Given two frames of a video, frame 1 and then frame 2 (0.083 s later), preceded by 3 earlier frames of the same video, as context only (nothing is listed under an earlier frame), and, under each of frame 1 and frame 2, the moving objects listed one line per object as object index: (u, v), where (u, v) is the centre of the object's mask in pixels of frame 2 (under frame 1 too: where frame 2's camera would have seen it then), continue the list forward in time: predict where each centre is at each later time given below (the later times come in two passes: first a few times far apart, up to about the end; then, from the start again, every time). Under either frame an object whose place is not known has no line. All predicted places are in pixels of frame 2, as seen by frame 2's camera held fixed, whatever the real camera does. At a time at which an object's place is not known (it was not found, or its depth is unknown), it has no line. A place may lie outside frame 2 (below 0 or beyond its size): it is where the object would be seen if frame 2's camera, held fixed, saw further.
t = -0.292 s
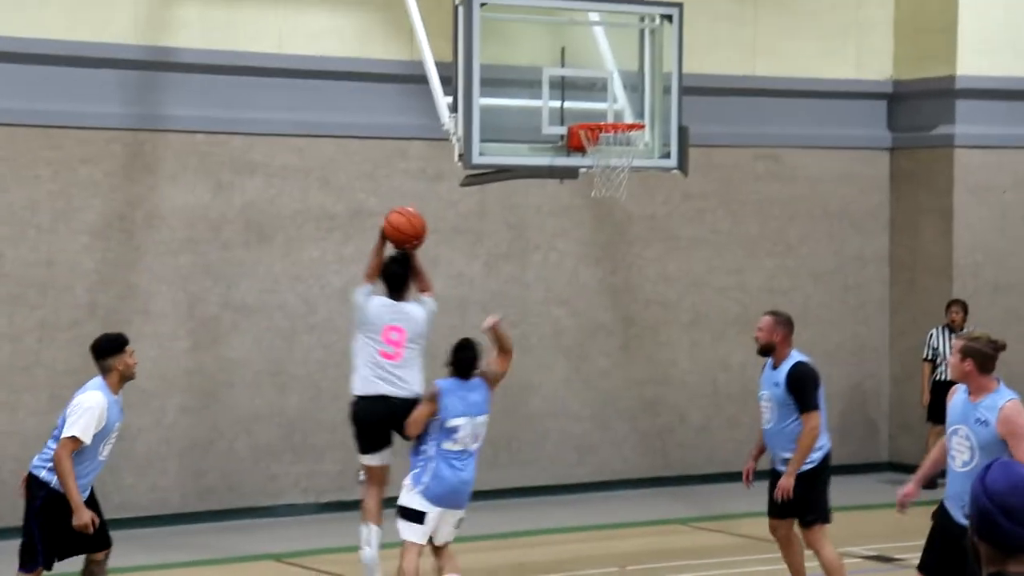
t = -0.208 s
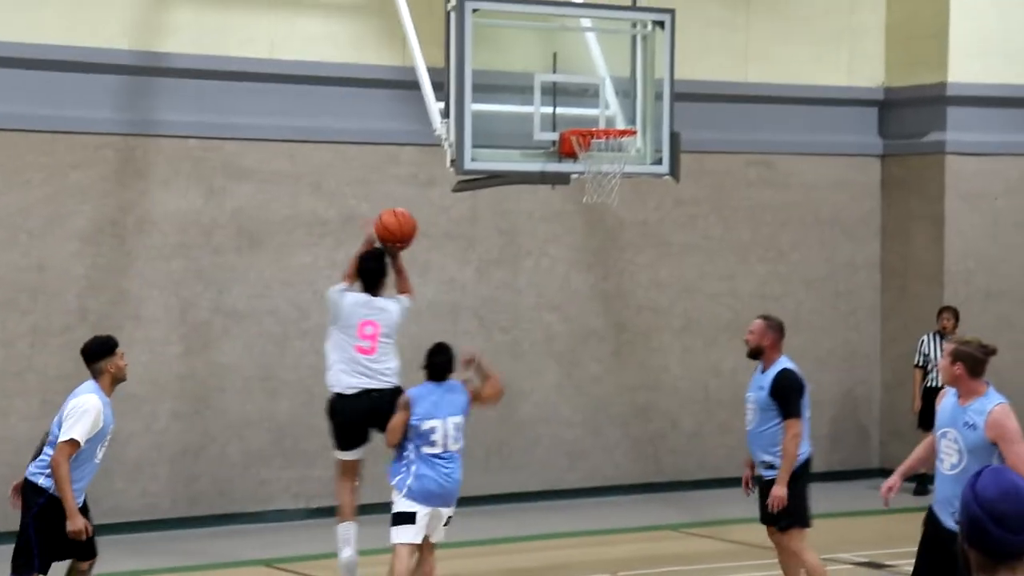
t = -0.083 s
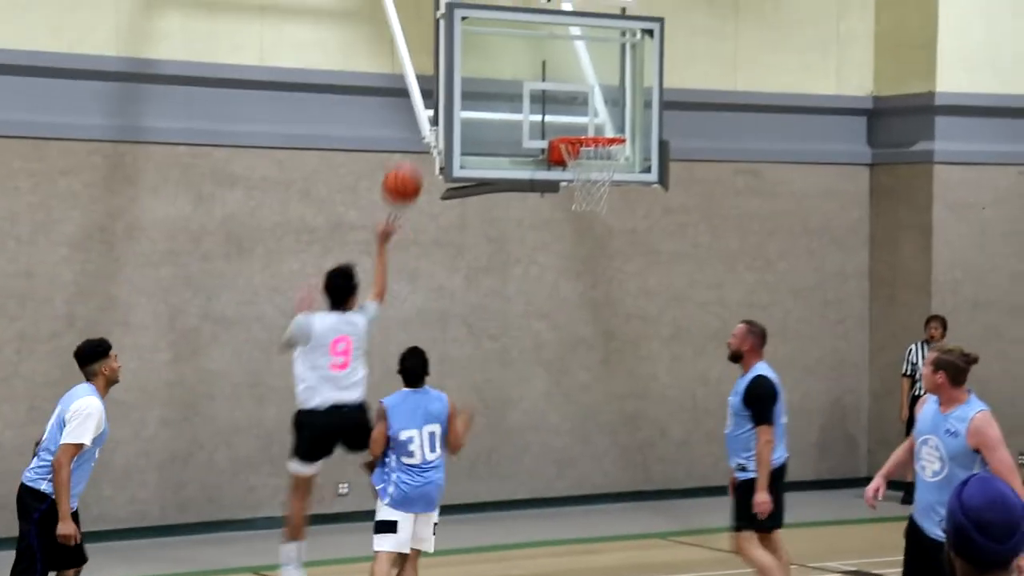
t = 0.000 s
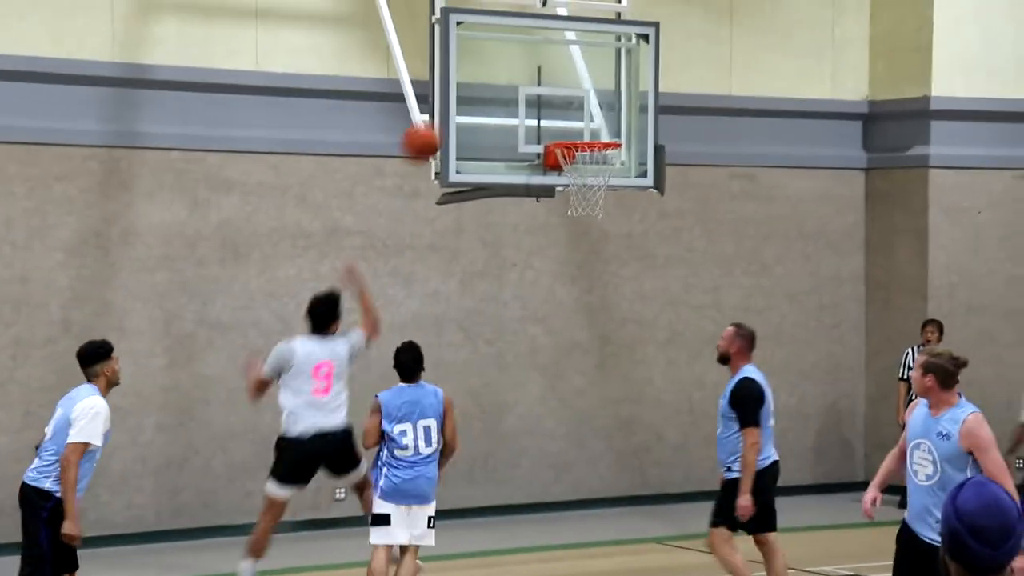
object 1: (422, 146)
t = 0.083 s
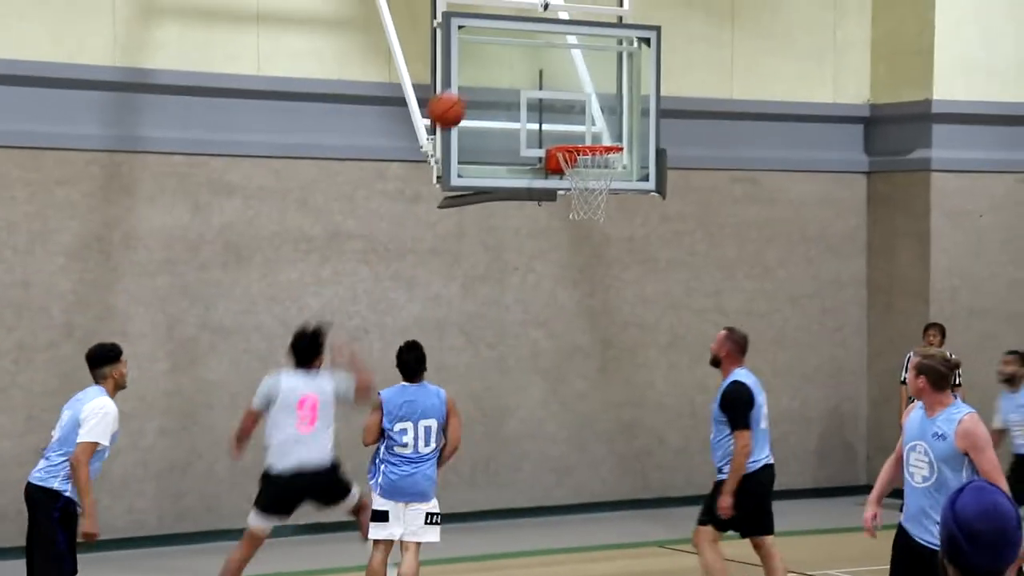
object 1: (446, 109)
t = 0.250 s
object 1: (487, 75)
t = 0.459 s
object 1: (535, 89)
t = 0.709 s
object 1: (603, 164)
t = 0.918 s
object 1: (573, 214)
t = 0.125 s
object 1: (457, 96)
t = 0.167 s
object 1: (468, 87)
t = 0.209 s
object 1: (478, 79)
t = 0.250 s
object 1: (487, 75)
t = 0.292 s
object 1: (498, 72)
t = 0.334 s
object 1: (507, 73)
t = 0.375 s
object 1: (516, 76)
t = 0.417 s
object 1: (525, 81)
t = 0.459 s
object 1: (535, 89)
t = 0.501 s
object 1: (543, 99)
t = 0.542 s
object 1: (557, 109)
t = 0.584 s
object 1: (571, 119)
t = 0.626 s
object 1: (587, 132)
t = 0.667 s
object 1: (603, 139)
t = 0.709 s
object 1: (603, 164)
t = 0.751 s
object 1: (598, 177)
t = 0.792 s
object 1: (593, 189)
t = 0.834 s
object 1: (586, 195)
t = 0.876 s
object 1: (579, 204)
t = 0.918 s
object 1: (573, 214)
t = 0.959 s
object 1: (565, 227)
